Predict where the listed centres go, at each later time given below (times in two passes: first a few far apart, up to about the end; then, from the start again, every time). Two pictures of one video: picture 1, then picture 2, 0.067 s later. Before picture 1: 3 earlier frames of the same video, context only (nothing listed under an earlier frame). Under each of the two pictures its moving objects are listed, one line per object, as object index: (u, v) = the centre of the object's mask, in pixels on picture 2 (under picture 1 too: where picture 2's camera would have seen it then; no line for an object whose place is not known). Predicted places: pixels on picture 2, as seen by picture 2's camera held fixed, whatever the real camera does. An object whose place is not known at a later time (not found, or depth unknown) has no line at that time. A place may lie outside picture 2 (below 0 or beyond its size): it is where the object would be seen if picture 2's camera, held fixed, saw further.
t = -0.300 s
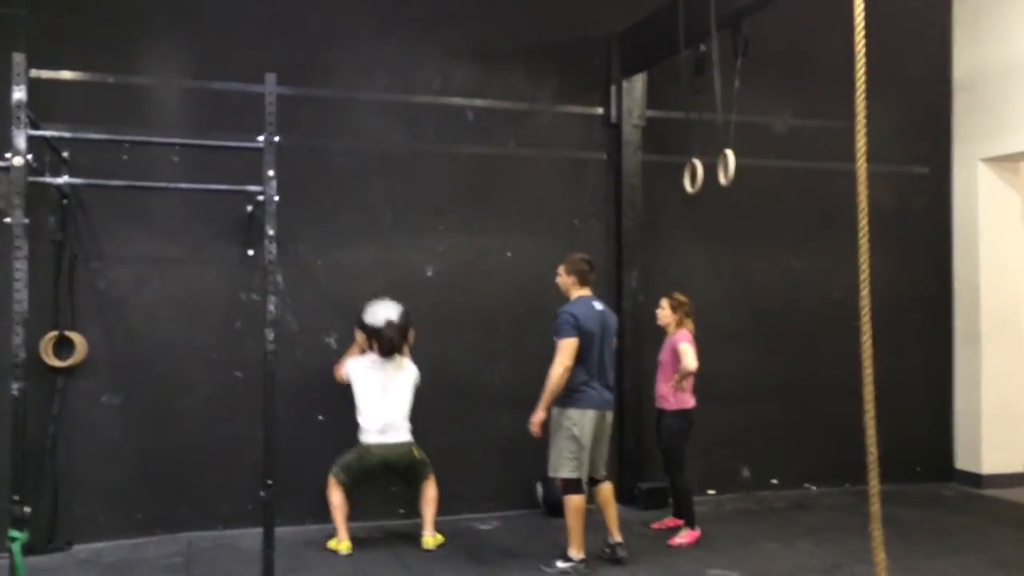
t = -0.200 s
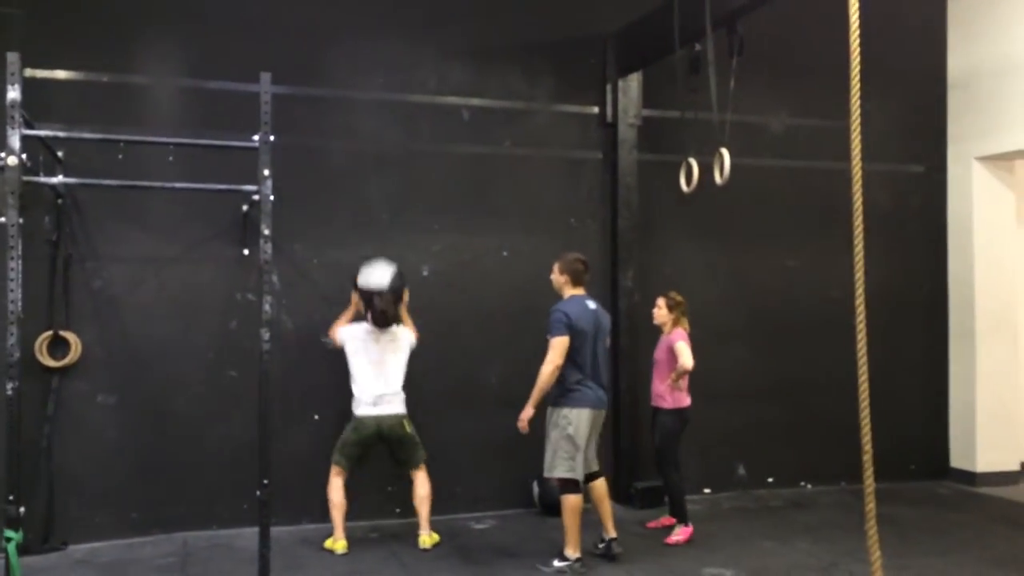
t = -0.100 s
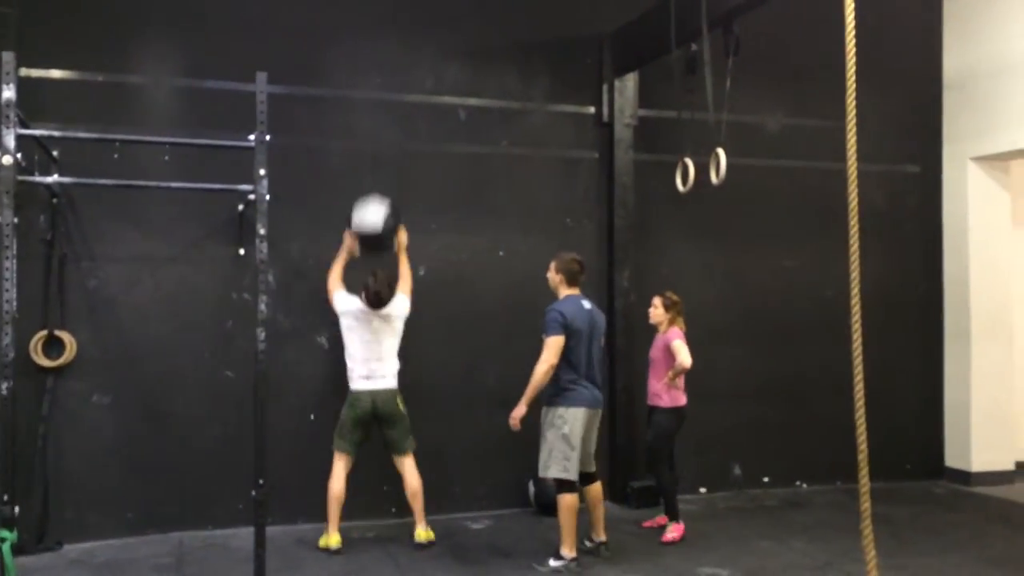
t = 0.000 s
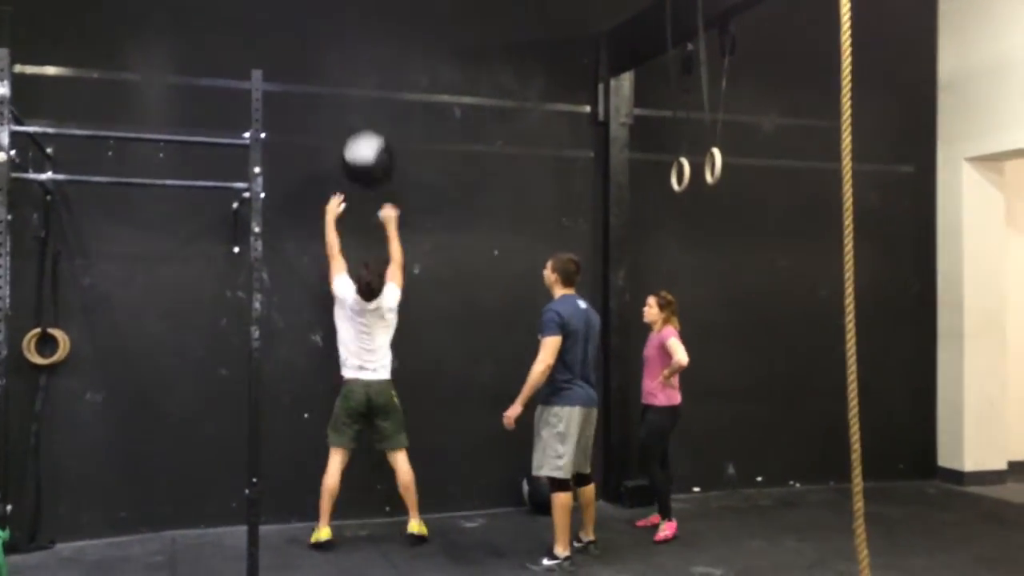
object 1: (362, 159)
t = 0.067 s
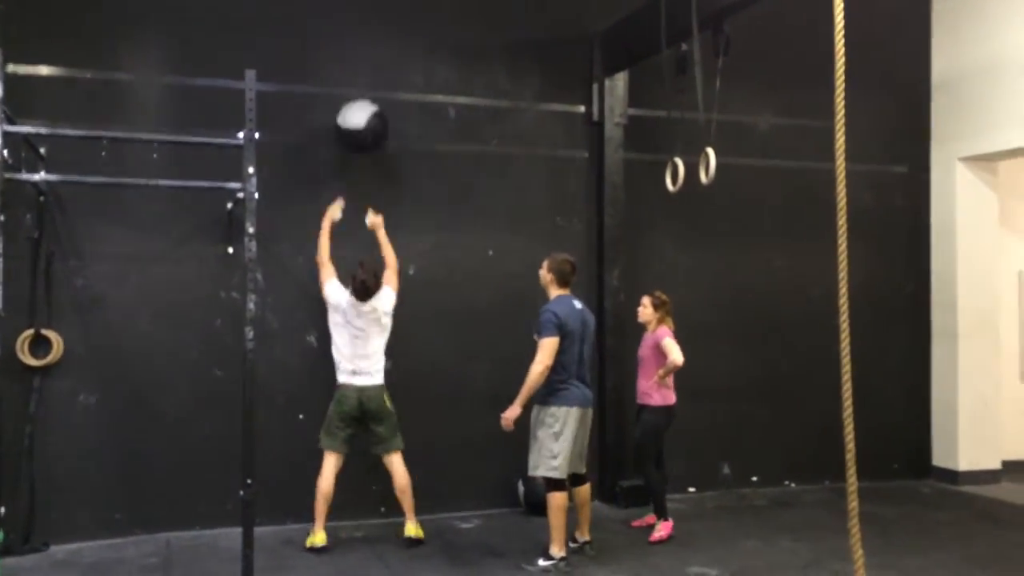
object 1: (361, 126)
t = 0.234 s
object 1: (356, 70)
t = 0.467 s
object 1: (356, 54)
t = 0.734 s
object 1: (355, 126)
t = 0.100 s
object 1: (360, 111)
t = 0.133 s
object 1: (359, 97)
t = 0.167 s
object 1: (359, 87)
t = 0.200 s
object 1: (358, 78)
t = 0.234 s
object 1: (356, 70)
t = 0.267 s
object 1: (356, 64)
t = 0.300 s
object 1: (356, 59)
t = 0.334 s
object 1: (356, 55)
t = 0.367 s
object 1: (356, 52)
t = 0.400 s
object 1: (356, 51)
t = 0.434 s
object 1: (356, 52)
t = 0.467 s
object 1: (356, 54)
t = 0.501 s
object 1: (355, 57)
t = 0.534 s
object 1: (355, 62)
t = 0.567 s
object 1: (355, 68)
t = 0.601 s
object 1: (355, 76)
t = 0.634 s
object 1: (355, 86)
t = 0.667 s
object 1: (355, 98)
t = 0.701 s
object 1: (355, 111)
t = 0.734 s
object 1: (355, 126)
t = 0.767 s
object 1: (355, 143)
